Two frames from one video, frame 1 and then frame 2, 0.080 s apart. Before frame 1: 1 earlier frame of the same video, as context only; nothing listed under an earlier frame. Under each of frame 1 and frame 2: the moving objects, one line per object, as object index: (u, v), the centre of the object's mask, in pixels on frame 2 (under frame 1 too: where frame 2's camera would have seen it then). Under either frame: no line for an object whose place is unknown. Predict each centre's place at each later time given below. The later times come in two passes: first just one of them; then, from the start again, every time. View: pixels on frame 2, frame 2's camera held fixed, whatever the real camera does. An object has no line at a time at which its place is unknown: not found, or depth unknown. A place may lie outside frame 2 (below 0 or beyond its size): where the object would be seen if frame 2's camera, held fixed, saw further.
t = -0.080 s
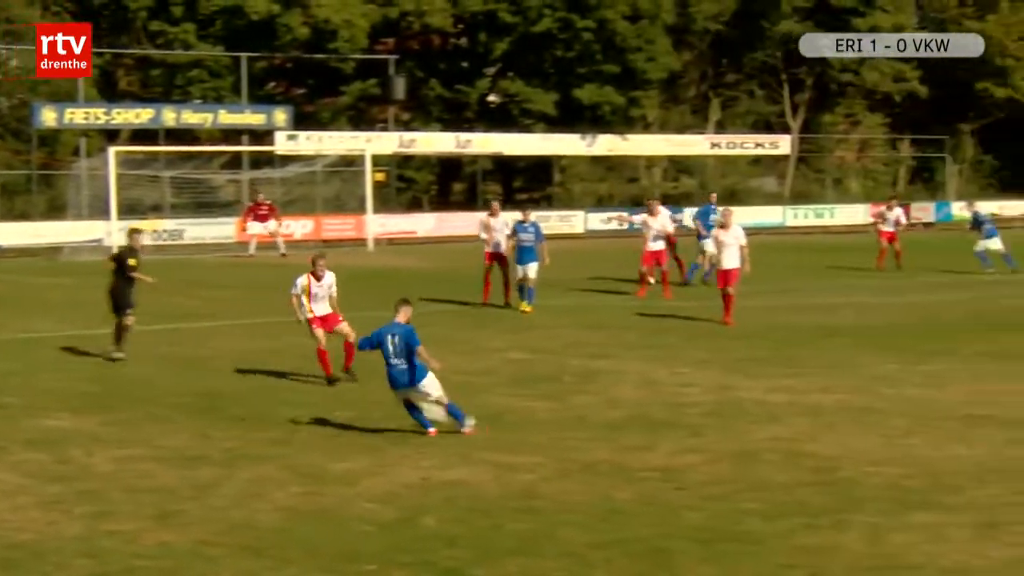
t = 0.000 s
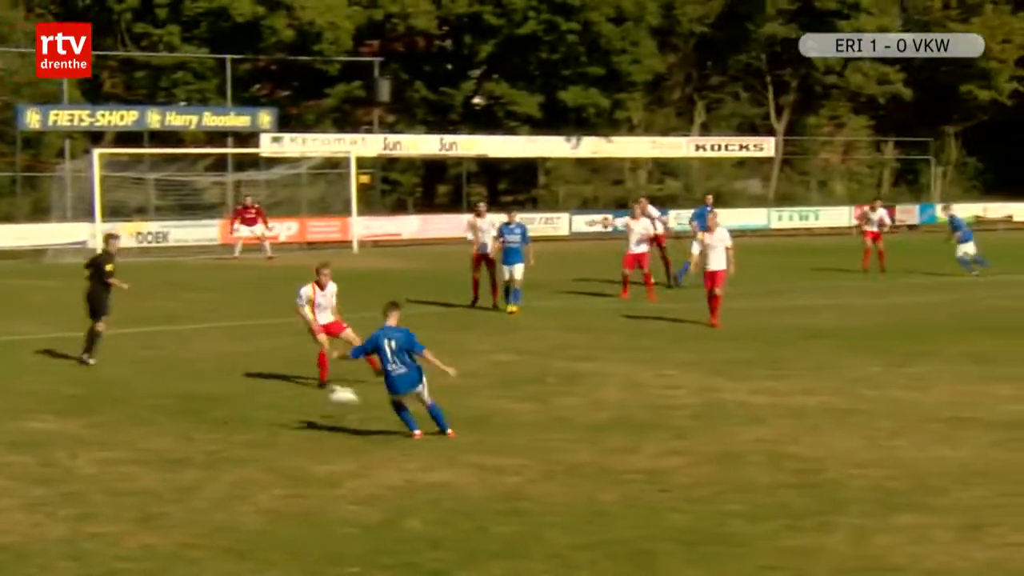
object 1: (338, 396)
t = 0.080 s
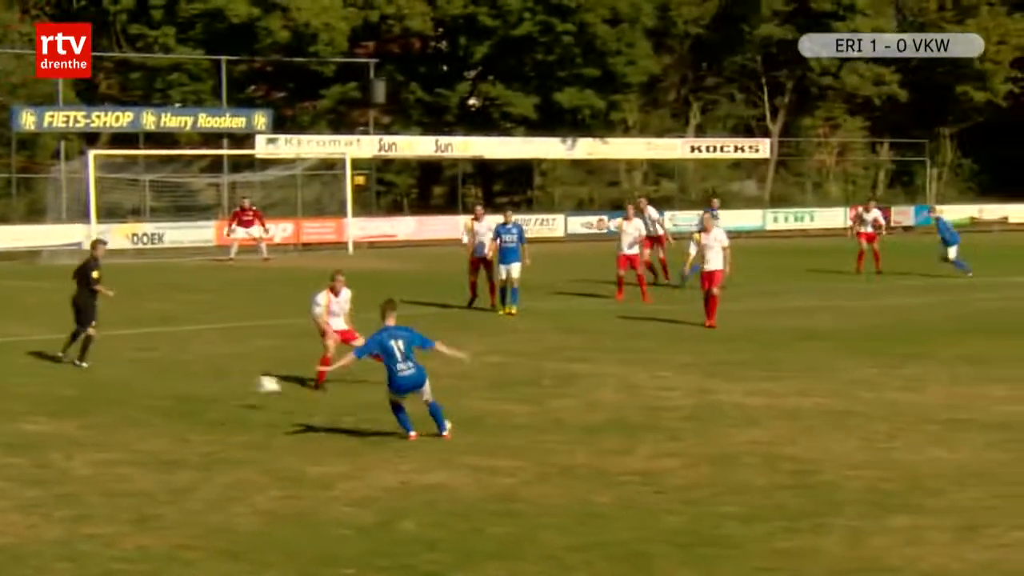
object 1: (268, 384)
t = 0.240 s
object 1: (136, 379)
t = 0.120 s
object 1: (235, 381)
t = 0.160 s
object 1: (200, 379)
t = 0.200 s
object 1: (169, 378)
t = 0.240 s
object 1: (136, 379)
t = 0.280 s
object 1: (107, 380)
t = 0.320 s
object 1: (83, 371)
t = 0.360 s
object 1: (60, 366)
